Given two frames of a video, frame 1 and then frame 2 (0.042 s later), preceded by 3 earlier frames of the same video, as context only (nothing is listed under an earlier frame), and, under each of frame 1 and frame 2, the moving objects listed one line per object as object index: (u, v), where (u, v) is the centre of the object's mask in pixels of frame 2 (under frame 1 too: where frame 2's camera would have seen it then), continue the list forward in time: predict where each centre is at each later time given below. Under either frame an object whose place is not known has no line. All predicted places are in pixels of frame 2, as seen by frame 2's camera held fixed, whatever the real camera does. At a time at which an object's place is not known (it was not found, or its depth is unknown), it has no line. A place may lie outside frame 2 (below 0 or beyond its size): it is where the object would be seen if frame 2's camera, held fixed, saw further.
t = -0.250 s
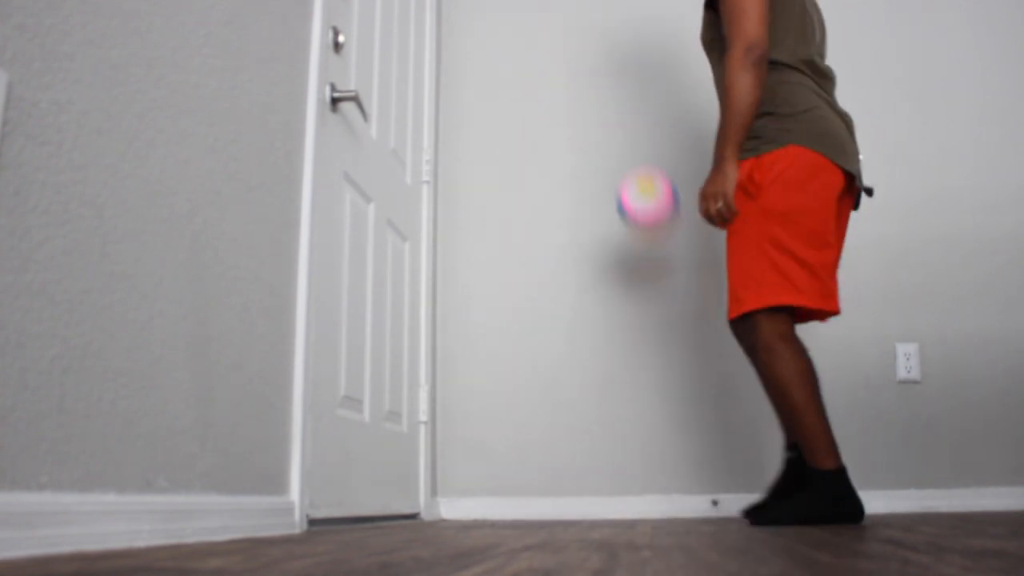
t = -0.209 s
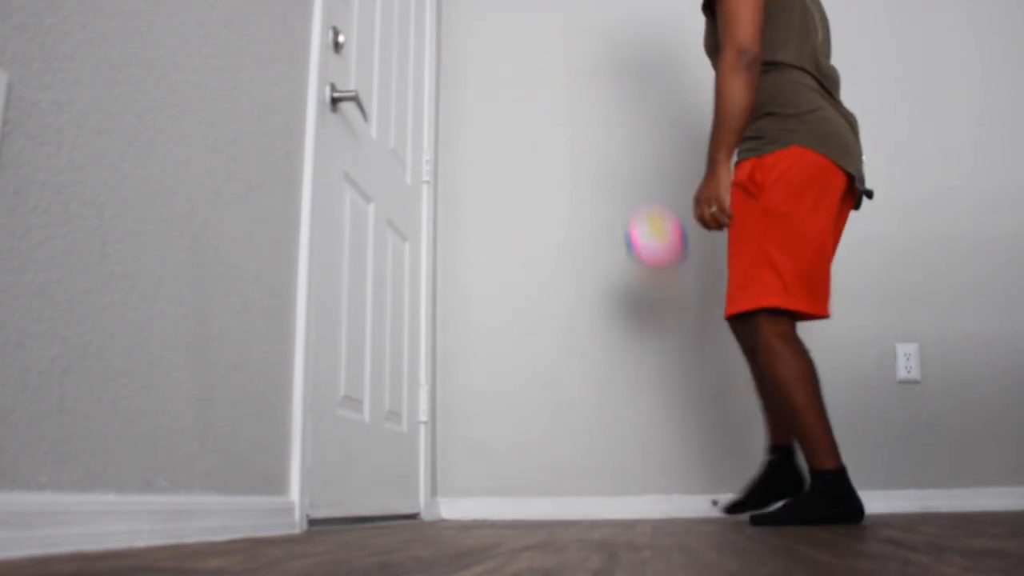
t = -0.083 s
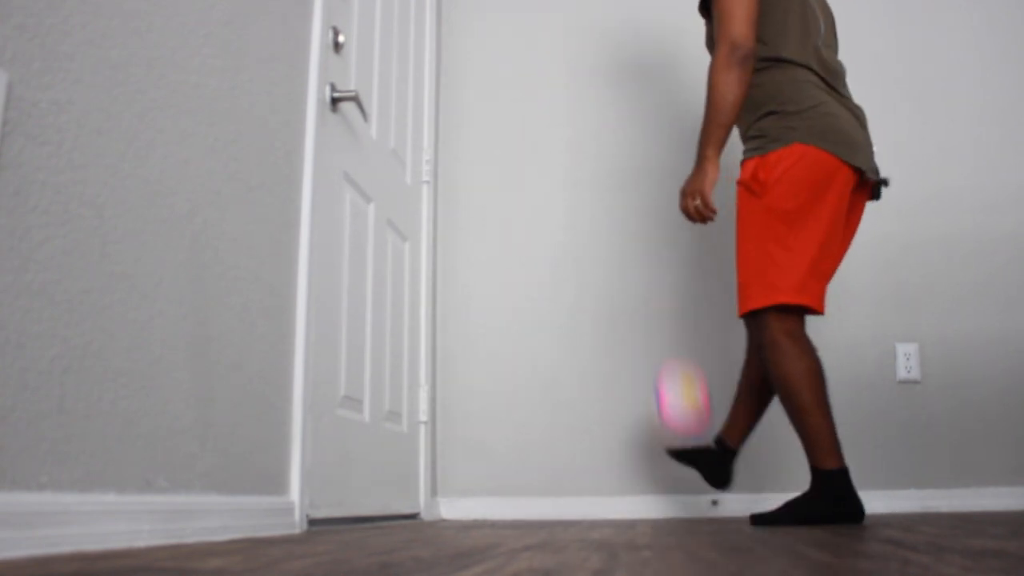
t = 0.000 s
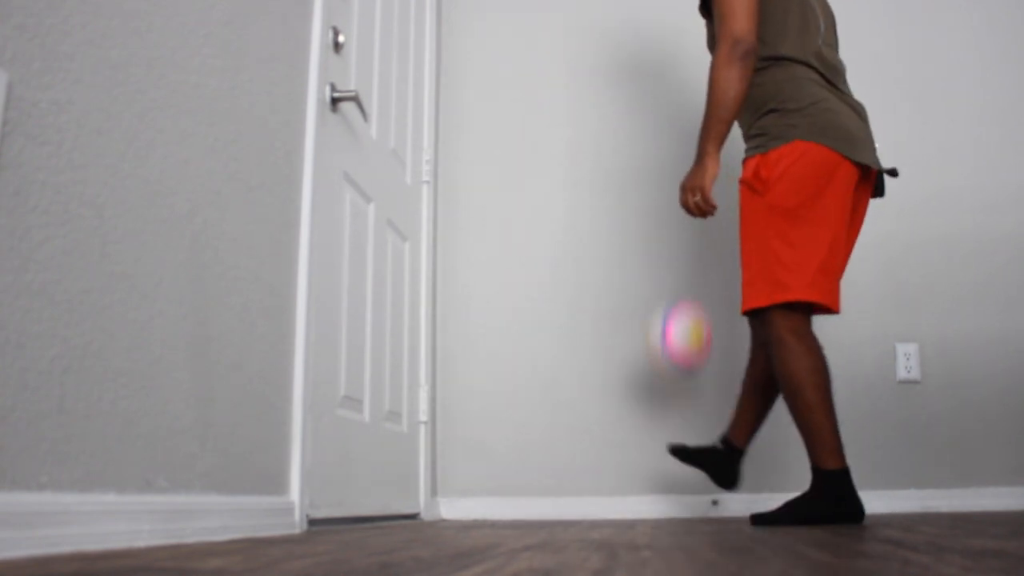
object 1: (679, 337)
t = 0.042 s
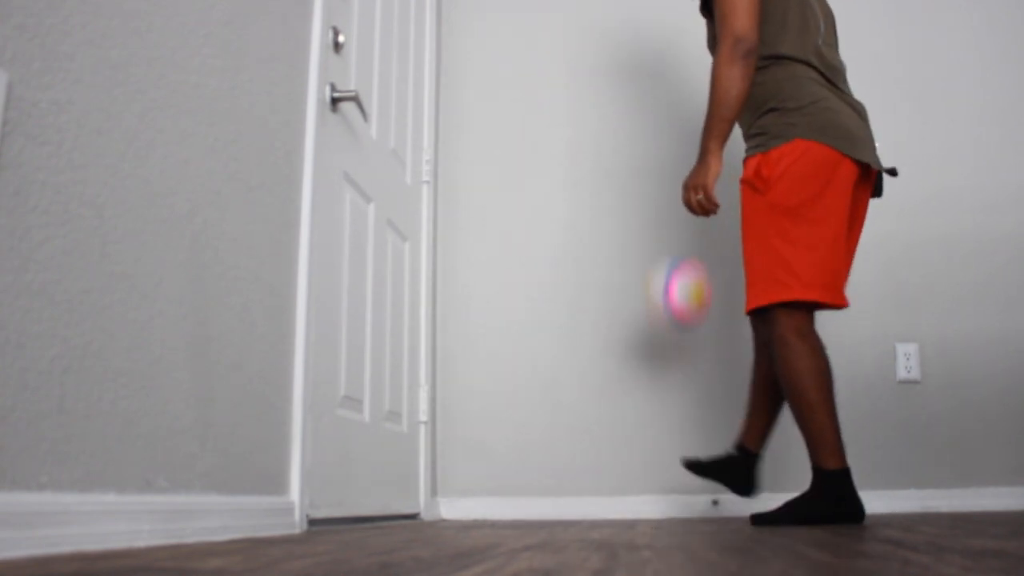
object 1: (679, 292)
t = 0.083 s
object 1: (678, 252)
